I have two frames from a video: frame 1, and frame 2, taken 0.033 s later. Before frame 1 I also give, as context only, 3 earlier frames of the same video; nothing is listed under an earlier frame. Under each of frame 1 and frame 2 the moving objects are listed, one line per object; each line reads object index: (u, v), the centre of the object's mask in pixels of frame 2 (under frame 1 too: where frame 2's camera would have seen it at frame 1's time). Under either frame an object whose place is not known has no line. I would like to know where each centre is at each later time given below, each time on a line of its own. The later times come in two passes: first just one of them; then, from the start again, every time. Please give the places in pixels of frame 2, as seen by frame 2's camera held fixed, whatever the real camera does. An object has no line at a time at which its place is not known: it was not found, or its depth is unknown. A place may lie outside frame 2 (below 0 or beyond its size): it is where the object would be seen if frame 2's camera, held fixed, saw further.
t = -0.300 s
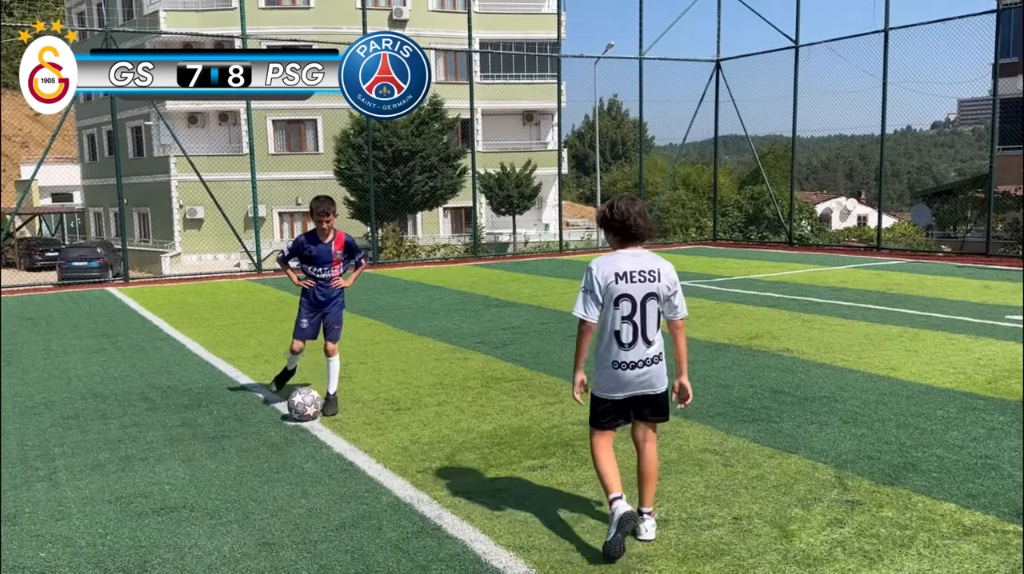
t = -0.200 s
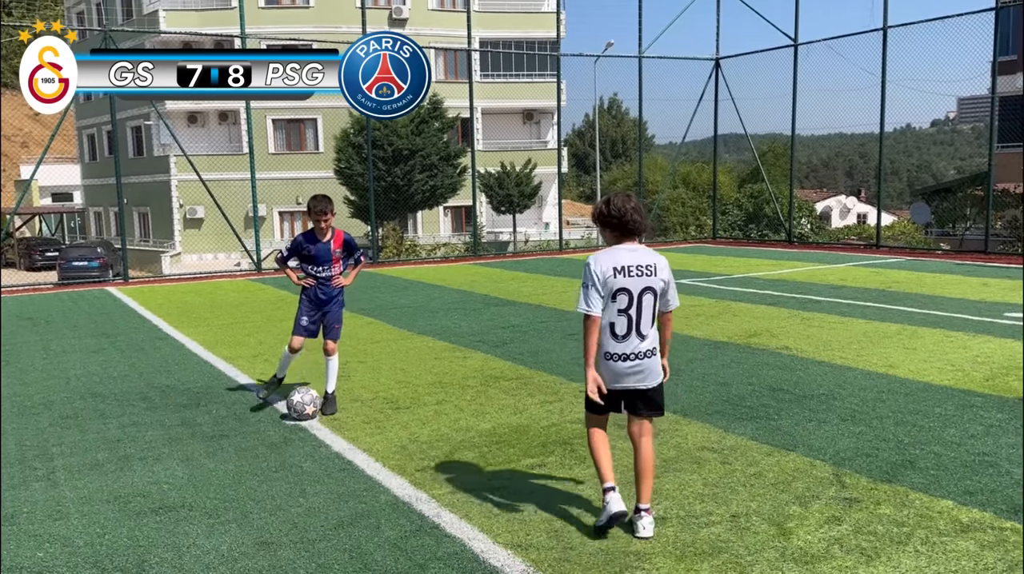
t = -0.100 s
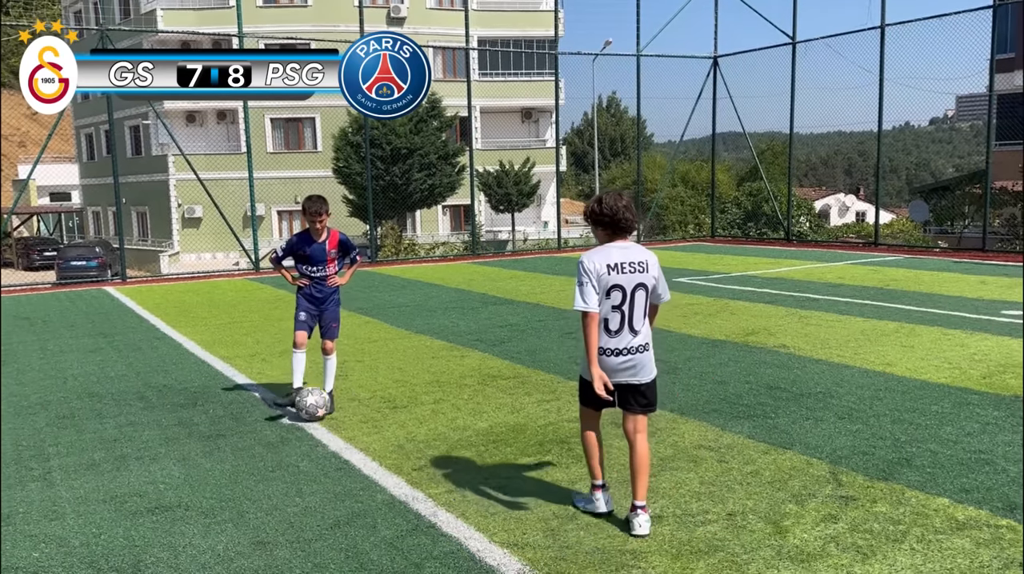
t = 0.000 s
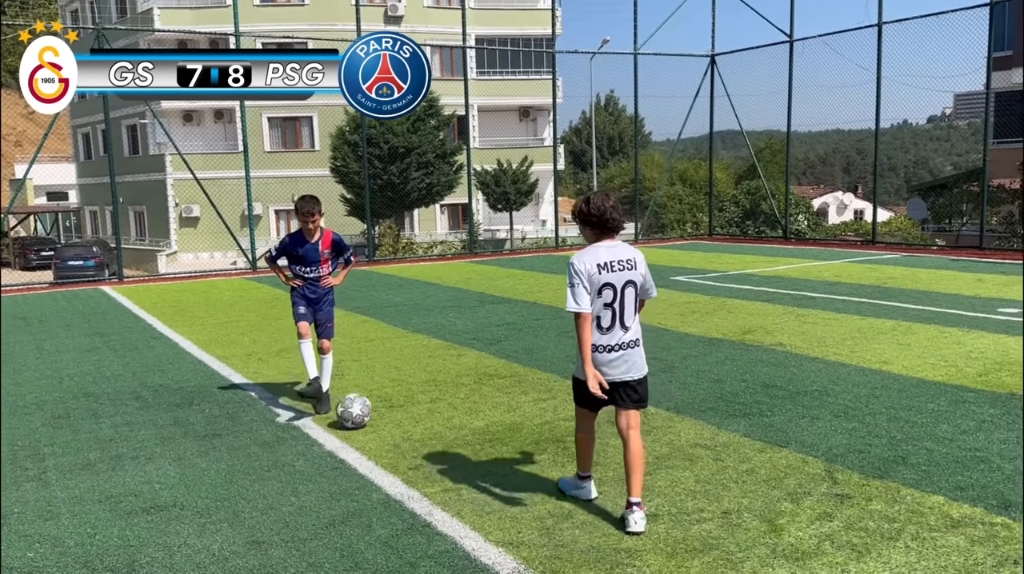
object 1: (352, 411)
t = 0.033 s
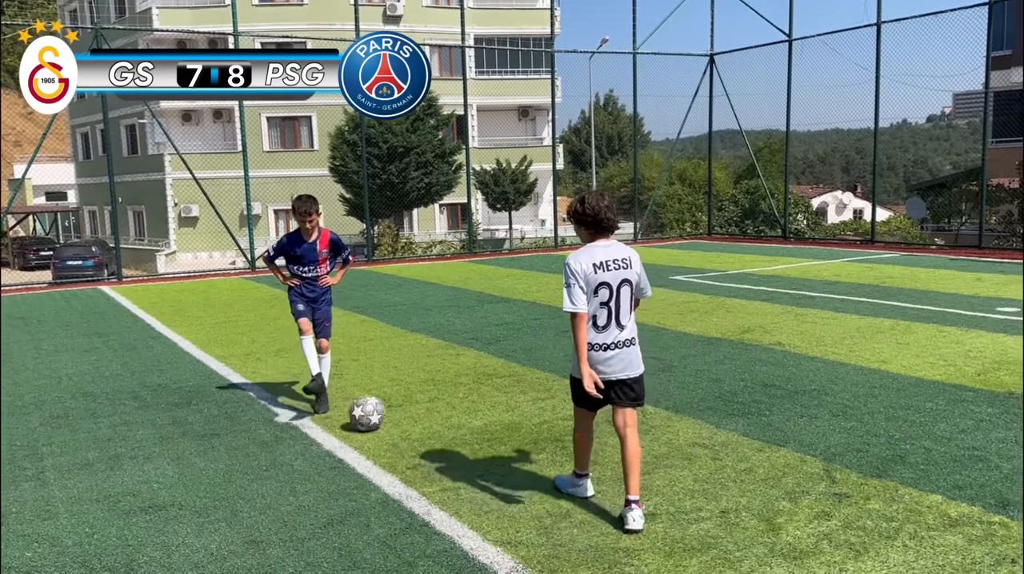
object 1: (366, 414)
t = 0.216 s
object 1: (440, 425)
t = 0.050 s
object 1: (373, 414)
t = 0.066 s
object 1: (380, 416)
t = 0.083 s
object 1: (387, 416)
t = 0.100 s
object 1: (395, 418)
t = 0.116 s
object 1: (402, 420)
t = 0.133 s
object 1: (409, 421)
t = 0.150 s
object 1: (415, 421)
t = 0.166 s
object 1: (421, 422)
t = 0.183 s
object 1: (428, 422)
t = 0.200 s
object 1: (434, 424)
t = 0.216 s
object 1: (440, 425)
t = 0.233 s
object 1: (447, 426)
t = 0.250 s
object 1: (453, 427)
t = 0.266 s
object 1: (459, 427)
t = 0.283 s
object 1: (466, 428)
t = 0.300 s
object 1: (473, 429)
